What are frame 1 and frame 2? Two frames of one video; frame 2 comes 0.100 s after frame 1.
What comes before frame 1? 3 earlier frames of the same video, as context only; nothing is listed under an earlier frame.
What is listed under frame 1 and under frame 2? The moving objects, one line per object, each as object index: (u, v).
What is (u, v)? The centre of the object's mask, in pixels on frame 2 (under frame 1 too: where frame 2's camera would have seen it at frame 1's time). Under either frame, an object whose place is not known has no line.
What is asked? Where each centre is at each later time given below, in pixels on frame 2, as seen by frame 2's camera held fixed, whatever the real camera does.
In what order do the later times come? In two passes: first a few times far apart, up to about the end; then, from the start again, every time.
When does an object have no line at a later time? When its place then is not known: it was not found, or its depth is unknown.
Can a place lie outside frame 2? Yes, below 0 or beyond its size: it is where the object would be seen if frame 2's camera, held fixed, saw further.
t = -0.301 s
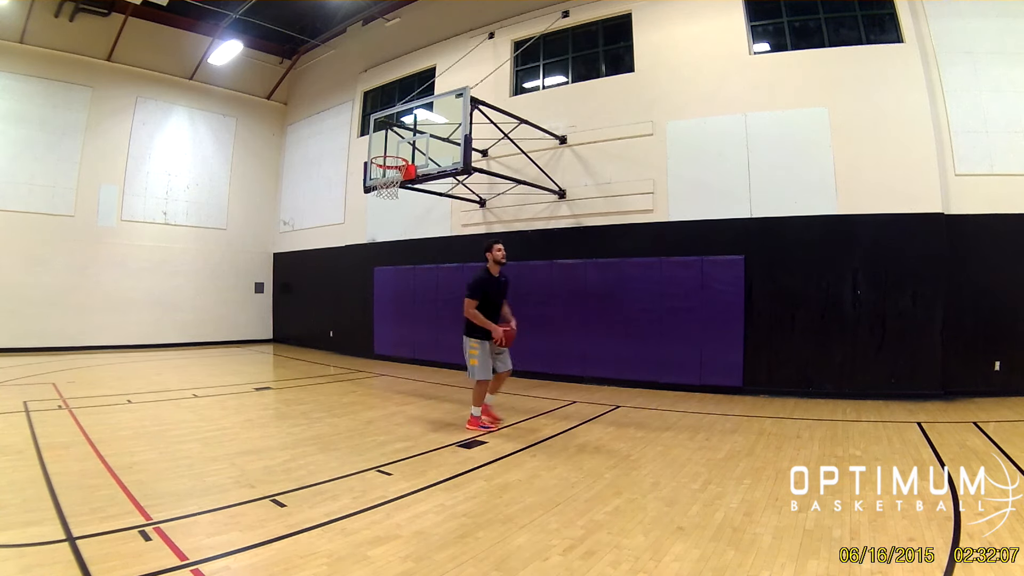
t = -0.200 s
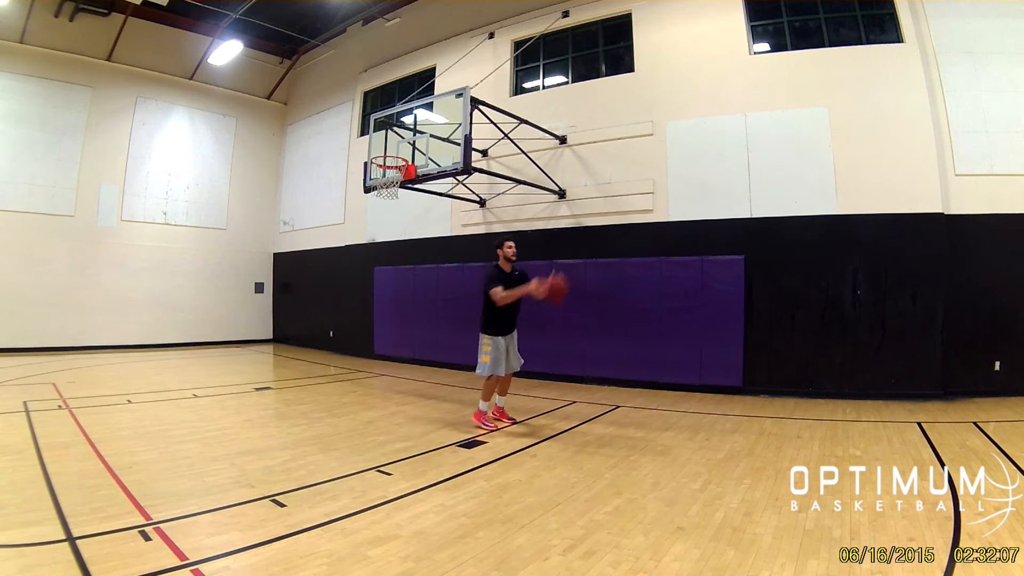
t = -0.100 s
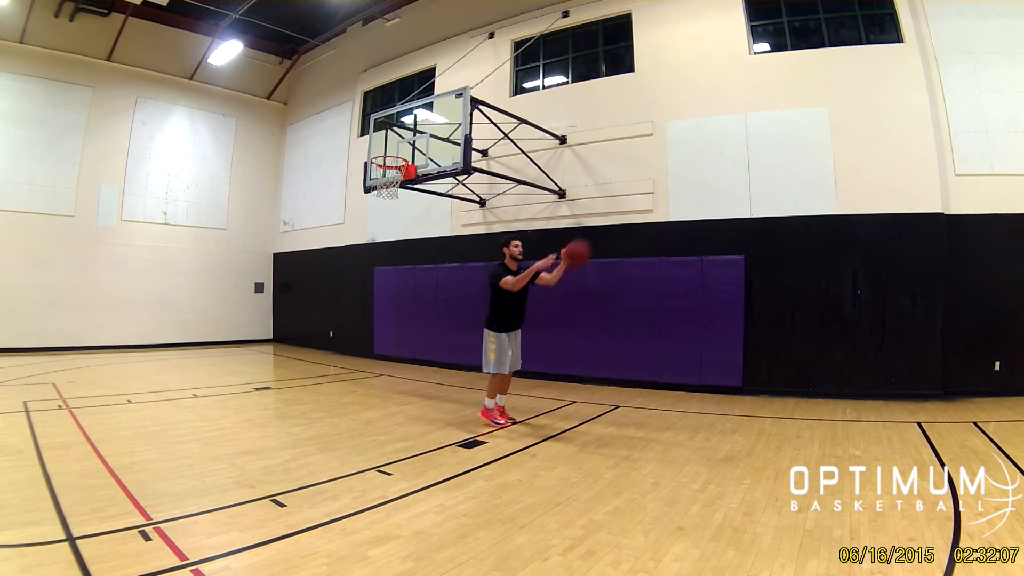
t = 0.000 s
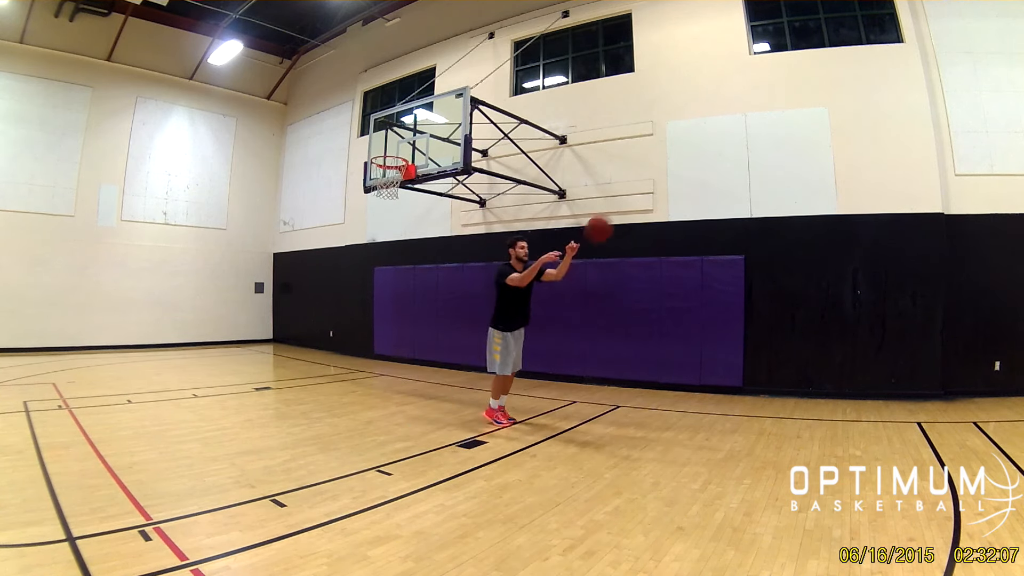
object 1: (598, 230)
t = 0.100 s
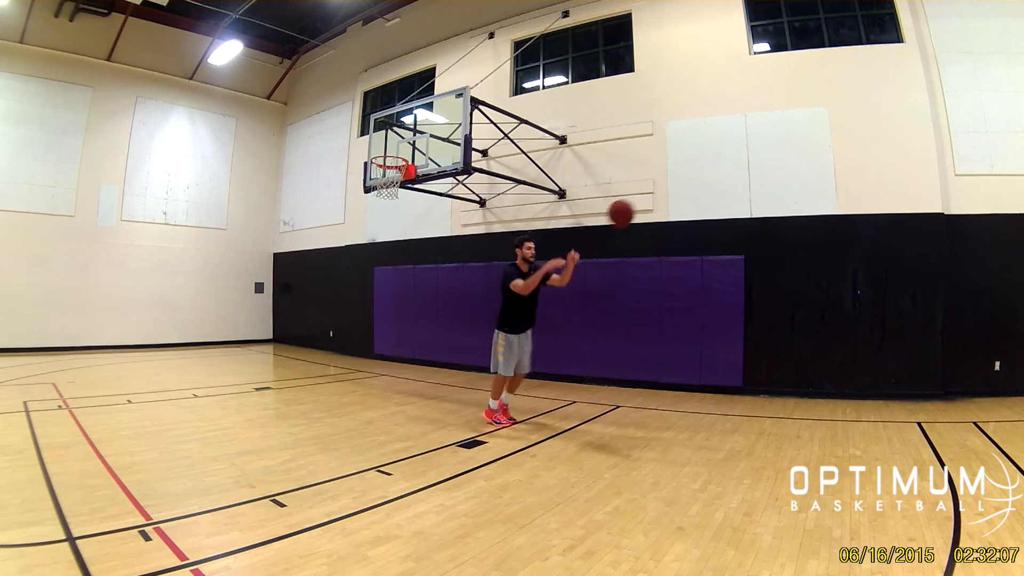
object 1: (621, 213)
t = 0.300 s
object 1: (668, 215)
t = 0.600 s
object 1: (746, 308)
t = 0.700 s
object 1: (771, 364)
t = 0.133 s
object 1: (628, 210)
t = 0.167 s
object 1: (636, 208)
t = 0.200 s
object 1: (644, 208)
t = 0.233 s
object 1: (652, 209)
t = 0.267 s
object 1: (659, 211)
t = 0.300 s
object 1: (668, 215)
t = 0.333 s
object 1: (676, 220)
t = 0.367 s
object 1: (685, 226)
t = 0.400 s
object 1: (693, 233)
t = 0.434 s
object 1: (701, 240)
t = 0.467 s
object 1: (710, 250)
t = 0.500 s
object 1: (718, 262)
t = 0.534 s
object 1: (727, 275)
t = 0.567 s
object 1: (736, 291)
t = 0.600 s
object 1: (746, 308)
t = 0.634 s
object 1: (754, 325)
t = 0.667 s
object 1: (762, 344)
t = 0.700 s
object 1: (771, 364)
